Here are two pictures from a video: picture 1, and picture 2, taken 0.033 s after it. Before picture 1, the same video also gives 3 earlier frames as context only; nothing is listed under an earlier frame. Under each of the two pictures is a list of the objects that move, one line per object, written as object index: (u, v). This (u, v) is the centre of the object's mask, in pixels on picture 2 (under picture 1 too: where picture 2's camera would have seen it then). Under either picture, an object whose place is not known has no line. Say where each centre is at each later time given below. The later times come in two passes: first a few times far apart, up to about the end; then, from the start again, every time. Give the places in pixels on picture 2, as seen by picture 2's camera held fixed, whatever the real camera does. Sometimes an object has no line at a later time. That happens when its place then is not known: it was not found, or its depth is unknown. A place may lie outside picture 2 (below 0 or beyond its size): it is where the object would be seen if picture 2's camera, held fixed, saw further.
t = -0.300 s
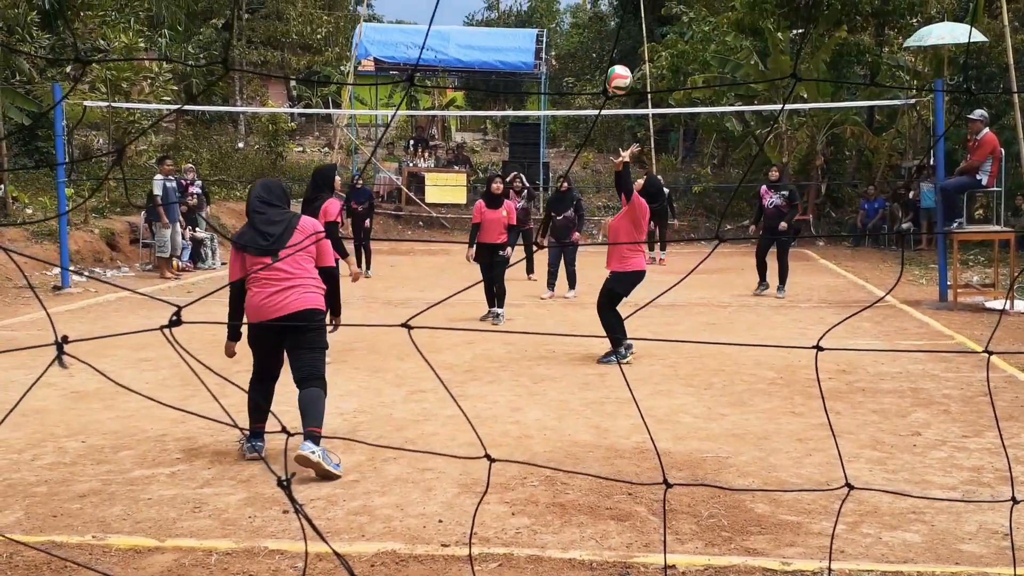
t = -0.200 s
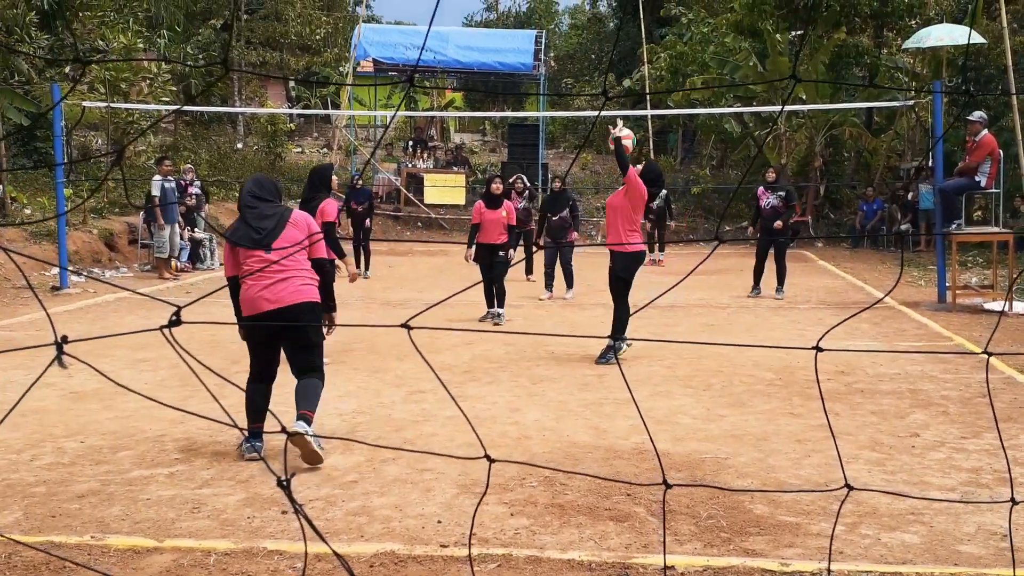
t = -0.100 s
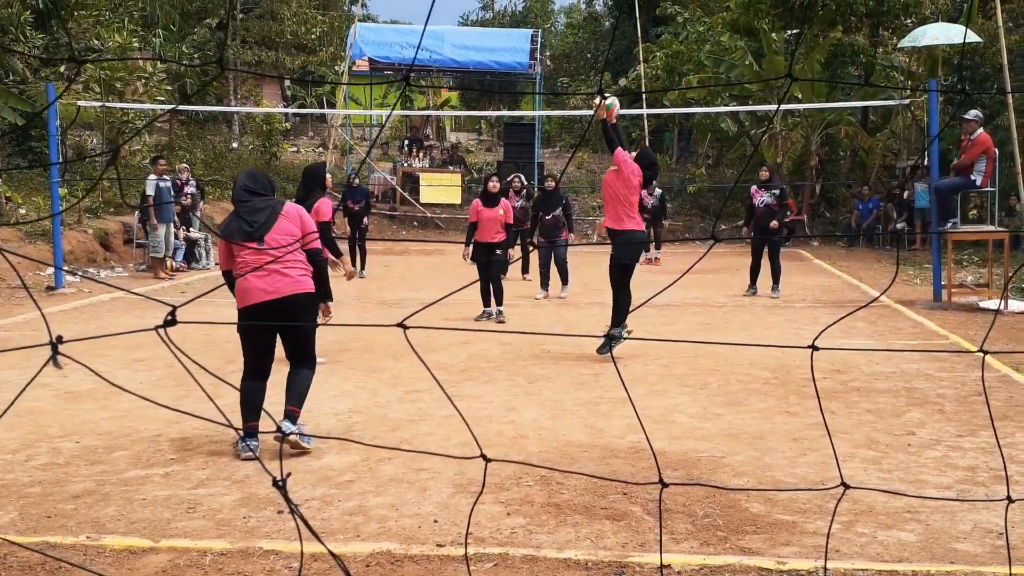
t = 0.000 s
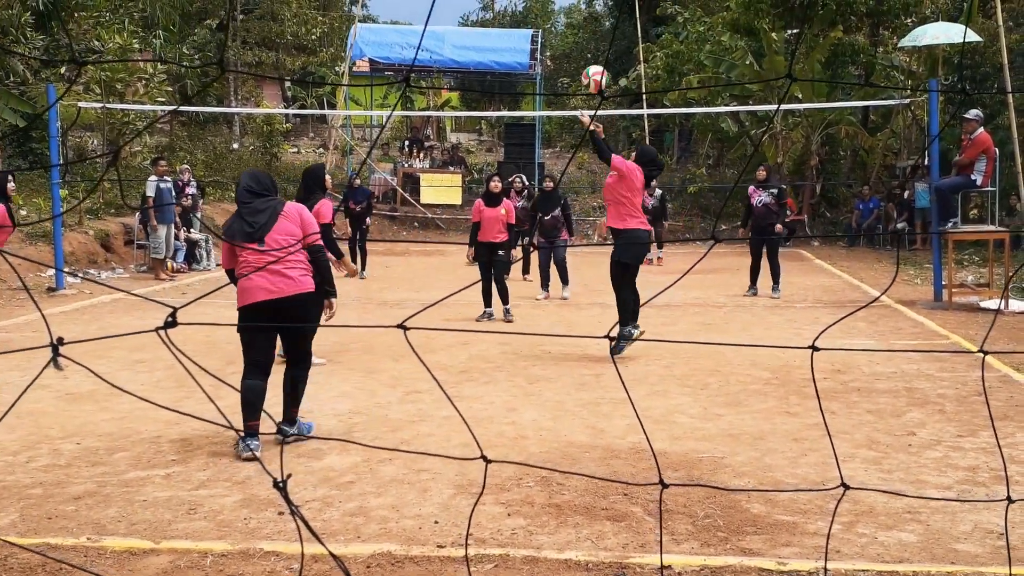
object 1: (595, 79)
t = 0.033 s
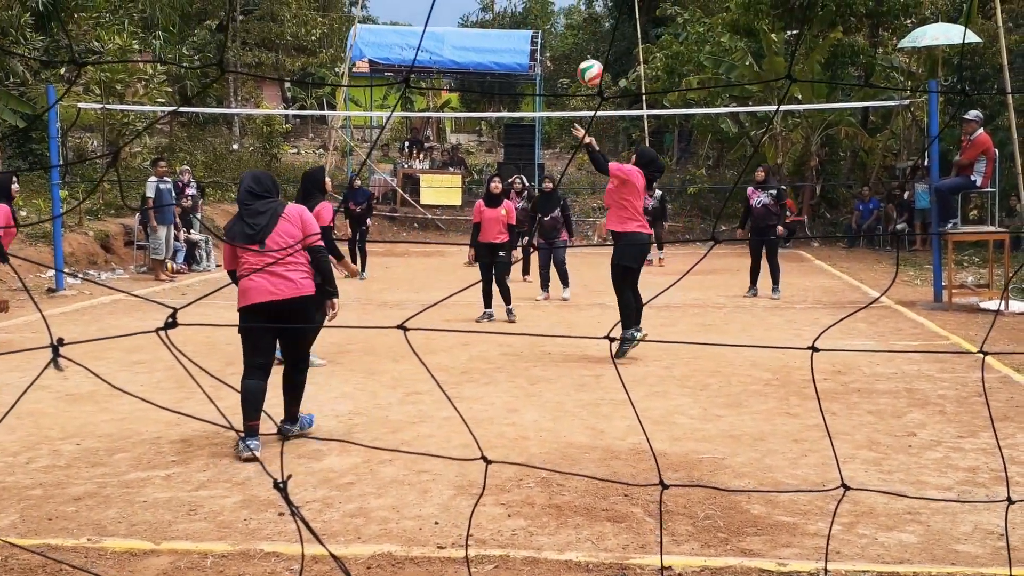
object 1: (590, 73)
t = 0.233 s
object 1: (568, 62)
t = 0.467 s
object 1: (542, 110)
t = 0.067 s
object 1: (587, 68)
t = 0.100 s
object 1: (583, 64)
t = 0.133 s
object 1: (579, 61)
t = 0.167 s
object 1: (576, 61)
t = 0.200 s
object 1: (571, 61)
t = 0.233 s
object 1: (568, 62)
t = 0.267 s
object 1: (564, 65)
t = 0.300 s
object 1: (561, 70)
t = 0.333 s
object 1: (557, 76)
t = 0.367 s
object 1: (553, 82)
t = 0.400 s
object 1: (549, 90)
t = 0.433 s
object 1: (546, 100)
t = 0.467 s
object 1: (542, 110)
